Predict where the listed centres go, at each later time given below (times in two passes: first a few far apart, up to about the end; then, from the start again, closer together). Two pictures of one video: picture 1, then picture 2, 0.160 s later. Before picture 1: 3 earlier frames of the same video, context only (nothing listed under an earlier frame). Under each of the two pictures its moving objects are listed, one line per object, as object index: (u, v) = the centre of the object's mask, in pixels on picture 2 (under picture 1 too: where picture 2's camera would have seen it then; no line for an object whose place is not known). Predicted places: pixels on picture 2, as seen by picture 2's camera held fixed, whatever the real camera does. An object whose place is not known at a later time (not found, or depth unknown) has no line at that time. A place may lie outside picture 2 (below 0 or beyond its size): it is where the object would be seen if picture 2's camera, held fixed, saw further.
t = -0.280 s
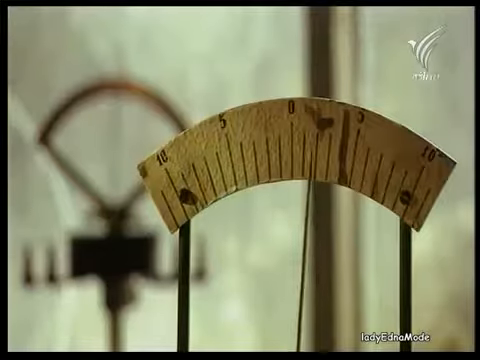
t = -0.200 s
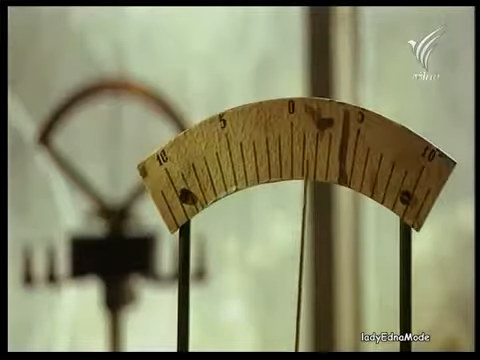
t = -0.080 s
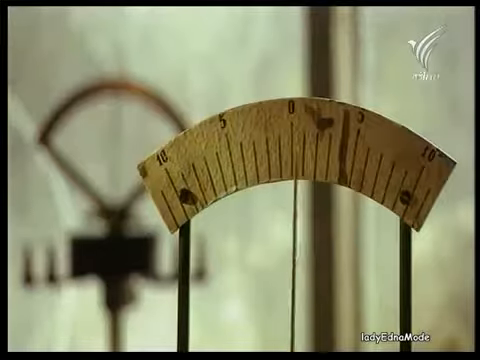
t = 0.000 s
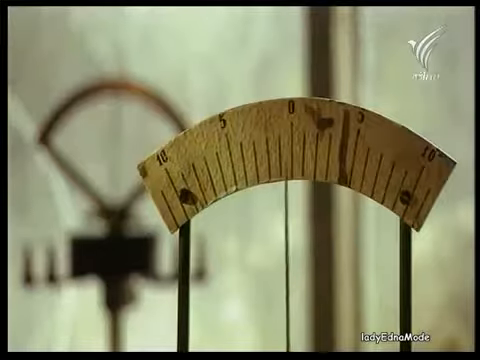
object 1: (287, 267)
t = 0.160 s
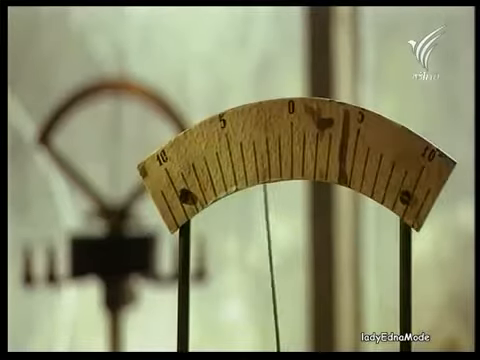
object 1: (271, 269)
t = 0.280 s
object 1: (261, 270)
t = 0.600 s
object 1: (248, 272)
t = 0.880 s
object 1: (262, 270)
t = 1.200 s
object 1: (290, 266)
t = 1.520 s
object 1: (299, 270)
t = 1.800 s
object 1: (282, 269)
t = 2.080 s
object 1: (260, 269)
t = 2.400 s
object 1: (253, 271)
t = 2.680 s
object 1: (267, 271)
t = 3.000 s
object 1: (291, 266)
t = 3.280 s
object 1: (296, 267)
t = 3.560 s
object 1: (281, 266)
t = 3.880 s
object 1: (260, 269)
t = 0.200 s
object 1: (268, 269)
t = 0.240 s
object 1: (264, 269)
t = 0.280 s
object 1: (261, 270)
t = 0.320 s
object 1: (258, 270)
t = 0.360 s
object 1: (255, 271)
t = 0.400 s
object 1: (253, 271)
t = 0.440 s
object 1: (251, 270)
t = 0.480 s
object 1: (250, 272)
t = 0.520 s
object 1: (249, 272)
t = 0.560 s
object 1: (248, 273)
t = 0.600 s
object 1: (248, 272)
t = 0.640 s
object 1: (249, 272)
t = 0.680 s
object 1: (250, 271)
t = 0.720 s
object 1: (251, 271)
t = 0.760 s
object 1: (253, 271)
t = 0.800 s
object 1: (256, 270)
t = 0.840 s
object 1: (258, 269)
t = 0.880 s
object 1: (262, 270)
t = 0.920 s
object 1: (265, 270)
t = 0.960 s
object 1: (269, 271)
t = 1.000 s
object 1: (273, 271)
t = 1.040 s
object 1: (276, 269)
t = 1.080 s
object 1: (280, 268)
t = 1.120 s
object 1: (283, 269)
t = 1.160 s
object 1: (287, 269)
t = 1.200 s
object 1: (290, 266)
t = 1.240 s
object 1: (293, 268)
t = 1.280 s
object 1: (295, 269)
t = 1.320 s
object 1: (297, 267)
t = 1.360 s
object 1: (298, 268)
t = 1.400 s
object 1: (299, 268)
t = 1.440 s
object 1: (299, 268)
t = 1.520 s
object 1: (299, 270)
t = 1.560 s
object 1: (297, 269)
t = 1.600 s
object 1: (296, 269)
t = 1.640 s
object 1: (294, 269)
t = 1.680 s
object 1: (291, 267)
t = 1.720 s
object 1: (289, 265)
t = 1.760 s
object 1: (286, 267)
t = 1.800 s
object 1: (282, 269)
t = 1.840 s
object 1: (279, 268)
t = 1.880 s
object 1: (276, 269)
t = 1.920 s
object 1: (272, 269)
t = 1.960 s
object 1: (269, 270)
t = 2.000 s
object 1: (266, 270)
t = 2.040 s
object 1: (263, 269)
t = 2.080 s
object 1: (260, 269)
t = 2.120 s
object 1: (258, 269)
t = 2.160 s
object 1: (256, 270)
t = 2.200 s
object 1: (255, 271)
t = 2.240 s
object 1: (253, 271)
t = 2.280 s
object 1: (253, 272)
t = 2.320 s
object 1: (252, 272)
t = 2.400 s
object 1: (253, 271)
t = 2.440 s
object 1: (254, 271)
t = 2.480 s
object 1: (255, 272)
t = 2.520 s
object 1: (257, 271)
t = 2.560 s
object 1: (258, 270)
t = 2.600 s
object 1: (261, 270)
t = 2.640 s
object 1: (264, 269)
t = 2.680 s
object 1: (267, 271)
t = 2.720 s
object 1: (270, 270)
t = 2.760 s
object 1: (273, 270)
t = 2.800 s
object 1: (276, 268)
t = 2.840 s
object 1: (280, 268)
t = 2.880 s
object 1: (283, 268)
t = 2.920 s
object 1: (286, 268)
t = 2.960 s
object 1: (288, 268)
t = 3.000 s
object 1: (291, 266)
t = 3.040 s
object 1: (293, 268)
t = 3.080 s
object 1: (294, 268)
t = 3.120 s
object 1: (296, 268)
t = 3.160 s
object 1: (296, 267)
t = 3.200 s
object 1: (296, 267)
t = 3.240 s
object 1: (296, 267)
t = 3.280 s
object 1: (296, 267)
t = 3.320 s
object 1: (295, 268)
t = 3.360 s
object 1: (293, 267)
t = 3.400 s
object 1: (291, 268)
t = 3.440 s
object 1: (289, 267)
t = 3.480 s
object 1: (287, 268)
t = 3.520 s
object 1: (284, 267)
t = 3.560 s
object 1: (281, 266)
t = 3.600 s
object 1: (278, 267)
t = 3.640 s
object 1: (275, 268)
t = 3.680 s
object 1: (273, 268)
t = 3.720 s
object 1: (269, 268)
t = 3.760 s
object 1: (267, 268)
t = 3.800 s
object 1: (264, 268)
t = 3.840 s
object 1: (262, 269)
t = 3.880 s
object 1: (260, 269)
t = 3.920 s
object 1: (259, 270)
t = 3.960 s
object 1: (257, 269)
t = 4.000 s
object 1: (256, 270)
